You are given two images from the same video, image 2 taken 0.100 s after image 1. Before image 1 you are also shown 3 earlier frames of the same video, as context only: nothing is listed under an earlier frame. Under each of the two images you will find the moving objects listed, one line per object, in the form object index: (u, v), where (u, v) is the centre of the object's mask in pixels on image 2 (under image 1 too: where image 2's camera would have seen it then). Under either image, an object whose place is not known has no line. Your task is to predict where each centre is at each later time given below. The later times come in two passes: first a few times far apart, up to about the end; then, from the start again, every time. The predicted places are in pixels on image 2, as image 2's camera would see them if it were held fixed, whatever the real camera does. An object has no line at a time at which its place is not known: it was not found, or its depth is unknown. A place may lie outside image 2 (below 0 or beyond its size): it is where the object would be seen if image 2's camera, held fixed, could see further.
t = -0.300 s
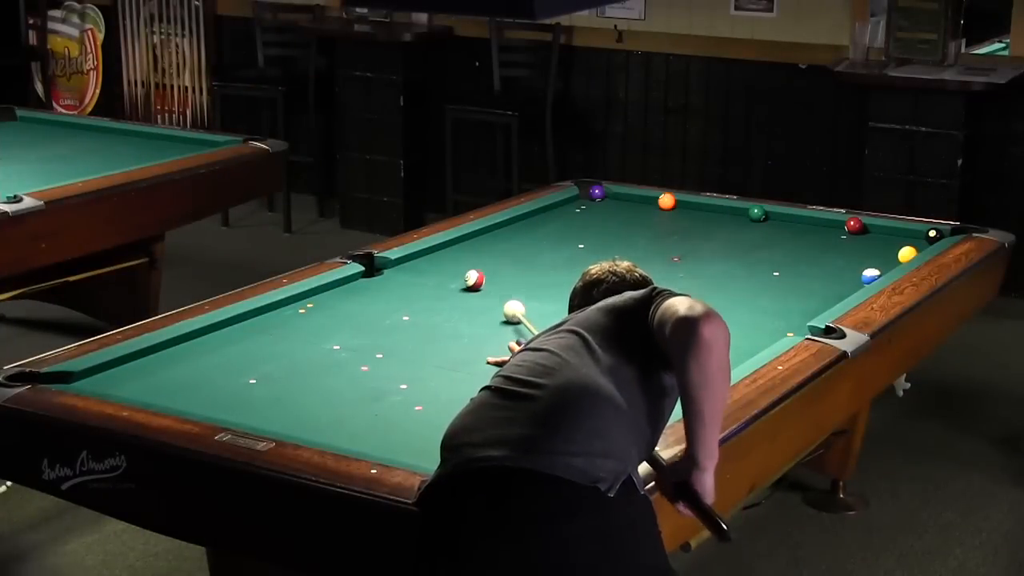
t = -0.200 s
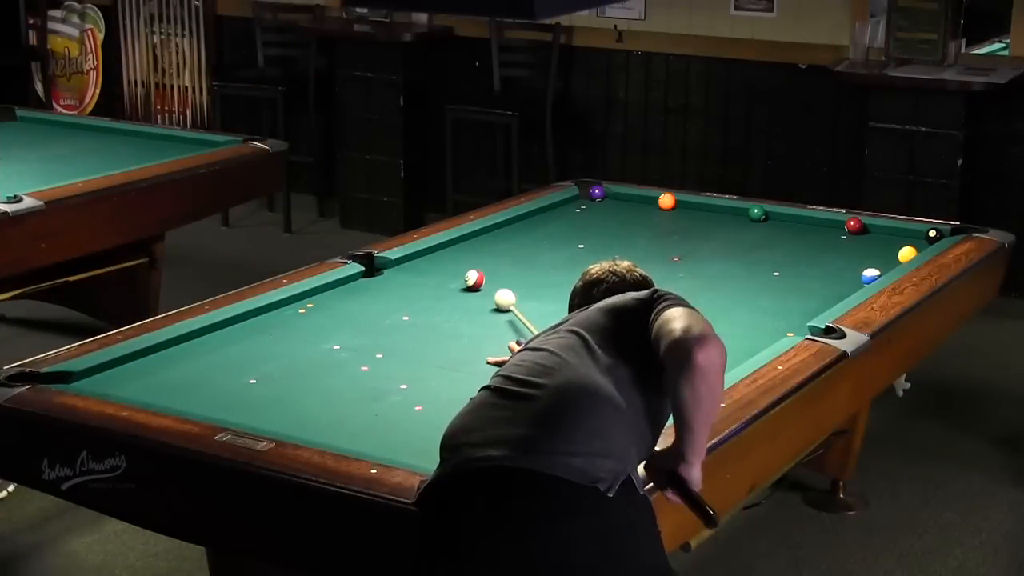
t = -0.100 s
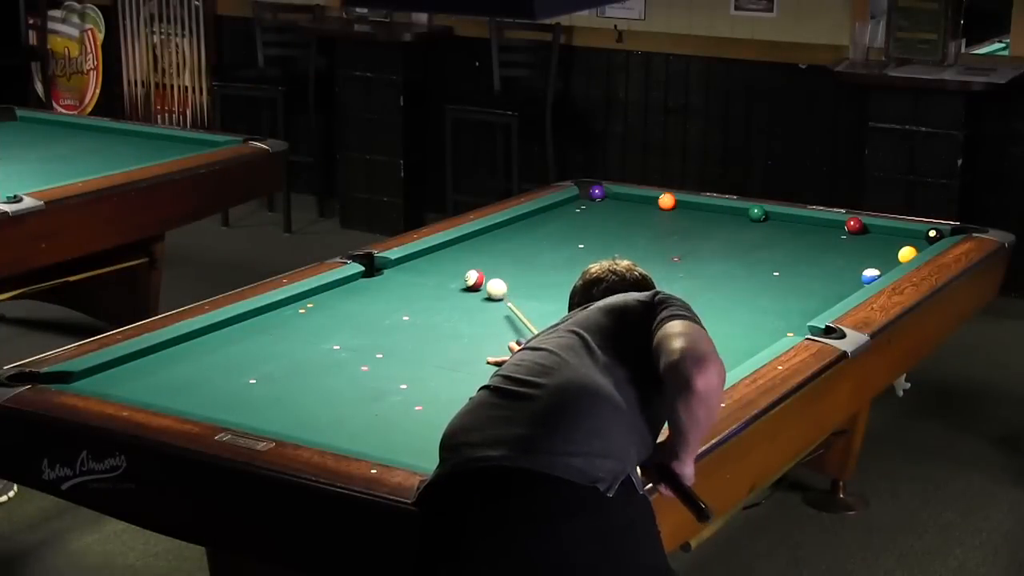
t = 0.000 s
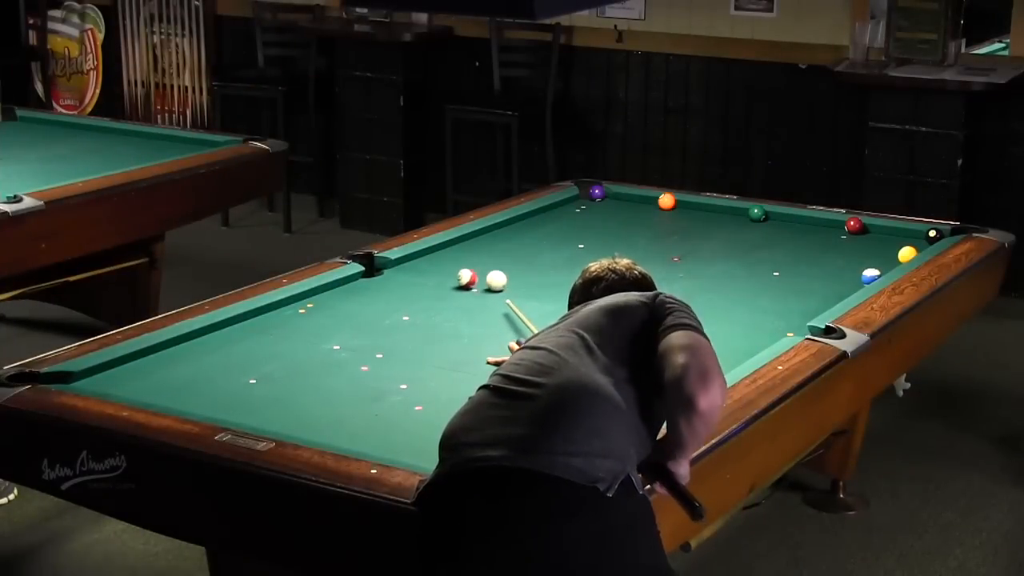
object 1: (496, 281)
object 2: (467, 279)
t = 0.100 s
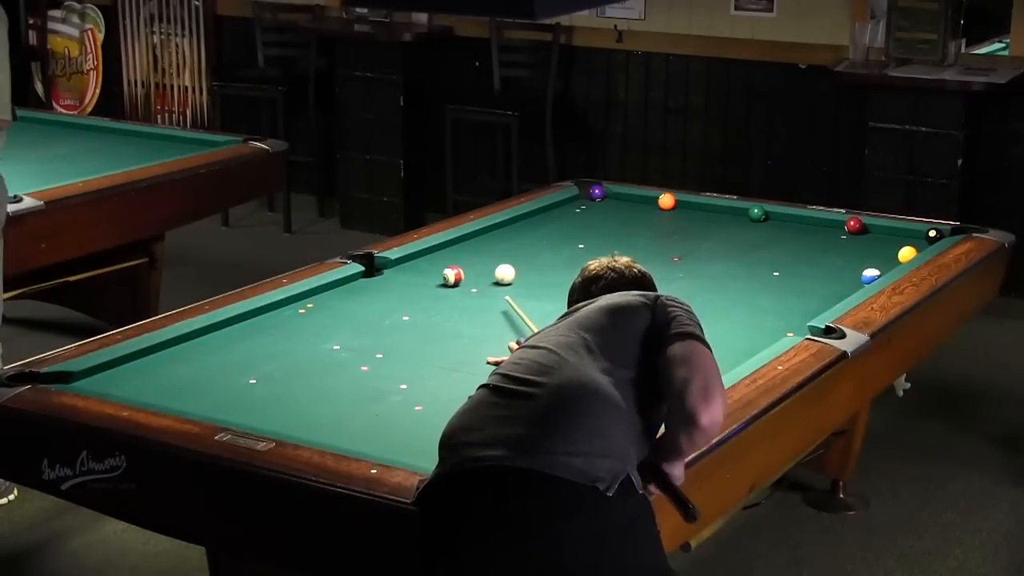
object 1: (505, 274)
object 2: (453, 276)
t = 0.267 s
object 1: (518, 264)
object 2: (430, 272)
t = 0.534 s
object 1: (538, 249)
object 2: (397, 266)
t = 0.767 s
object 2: (371, 274)
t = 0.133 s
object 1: (507, 272)
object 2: (448, 276)
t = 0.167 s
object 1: (510, 270)
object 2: (444, 274)
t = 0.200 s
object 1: (513, 268)
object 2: (439, 274)
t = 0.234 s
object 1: (515, 266)
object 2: (435, 273)
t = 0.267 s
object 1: (518, 264)
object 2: (430, 272)
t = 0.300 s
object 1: (521, 262)
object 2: (426, 271)
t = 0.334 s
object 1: (523, 260)
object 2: (422, 270)
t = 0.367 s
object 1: (525, 258)
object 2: (418, 269)
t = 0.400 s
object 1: (528, 256)
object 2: (414, 269)
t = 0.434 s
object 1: (531, 255)
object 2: (410, 268)
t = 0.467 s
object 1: (533, 253)
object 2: (405, 267)
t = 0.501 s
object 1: (535, 251)
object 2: (401, 266)
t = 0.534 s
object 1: (538, 249)
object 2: (397, 266)
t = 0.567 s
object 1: (540, 247)
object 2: (393, 265)
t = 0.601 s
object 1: (542, 246)
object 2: (389, 265)
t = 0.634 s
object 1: (544, 244)
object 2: (385, 263)
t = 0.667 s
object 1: (546, 242)
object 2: (382, 264)
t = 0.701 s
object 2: (378, 265)
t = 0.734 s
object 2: (374, 269)
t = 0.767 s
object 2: (371, 274)
